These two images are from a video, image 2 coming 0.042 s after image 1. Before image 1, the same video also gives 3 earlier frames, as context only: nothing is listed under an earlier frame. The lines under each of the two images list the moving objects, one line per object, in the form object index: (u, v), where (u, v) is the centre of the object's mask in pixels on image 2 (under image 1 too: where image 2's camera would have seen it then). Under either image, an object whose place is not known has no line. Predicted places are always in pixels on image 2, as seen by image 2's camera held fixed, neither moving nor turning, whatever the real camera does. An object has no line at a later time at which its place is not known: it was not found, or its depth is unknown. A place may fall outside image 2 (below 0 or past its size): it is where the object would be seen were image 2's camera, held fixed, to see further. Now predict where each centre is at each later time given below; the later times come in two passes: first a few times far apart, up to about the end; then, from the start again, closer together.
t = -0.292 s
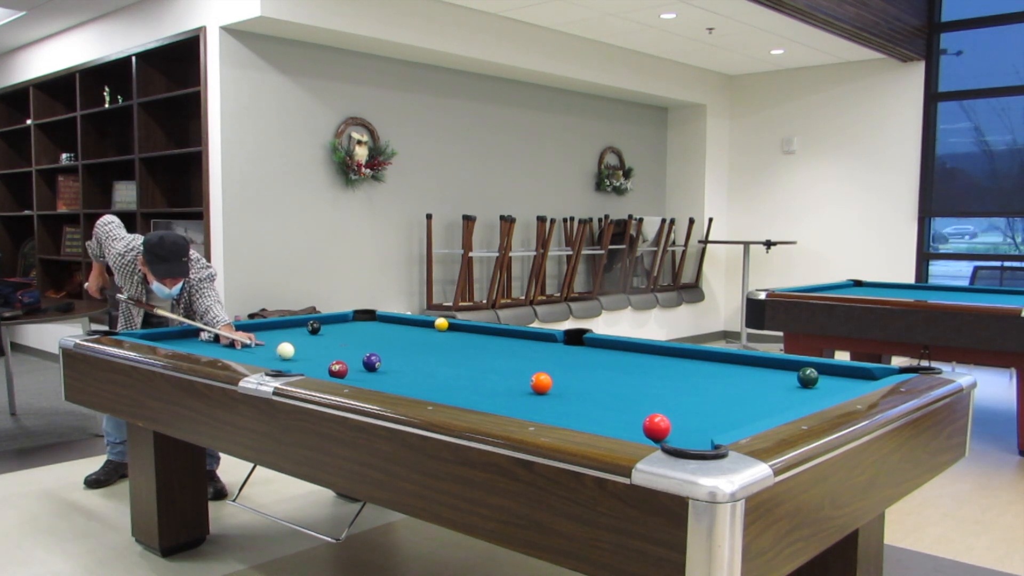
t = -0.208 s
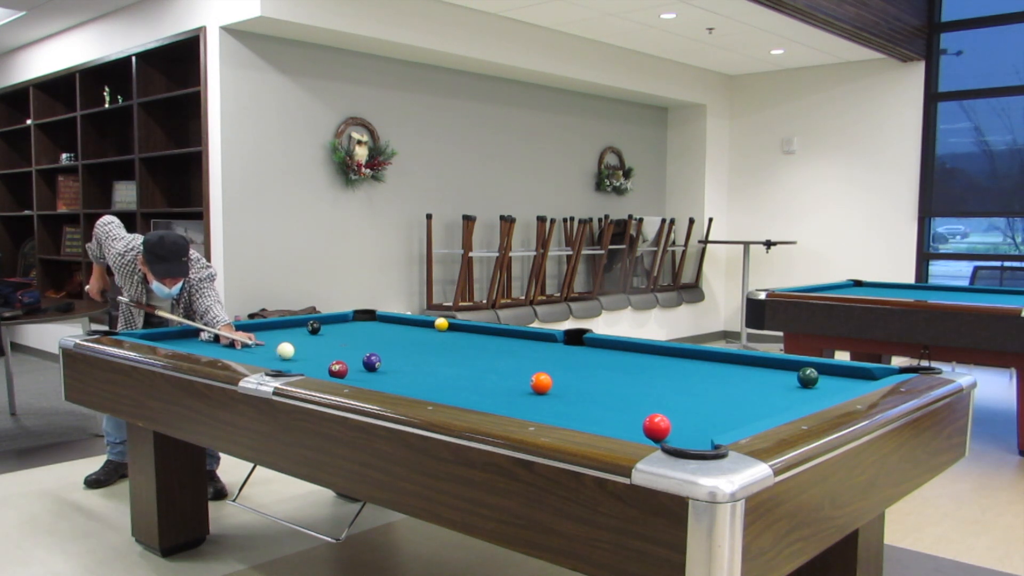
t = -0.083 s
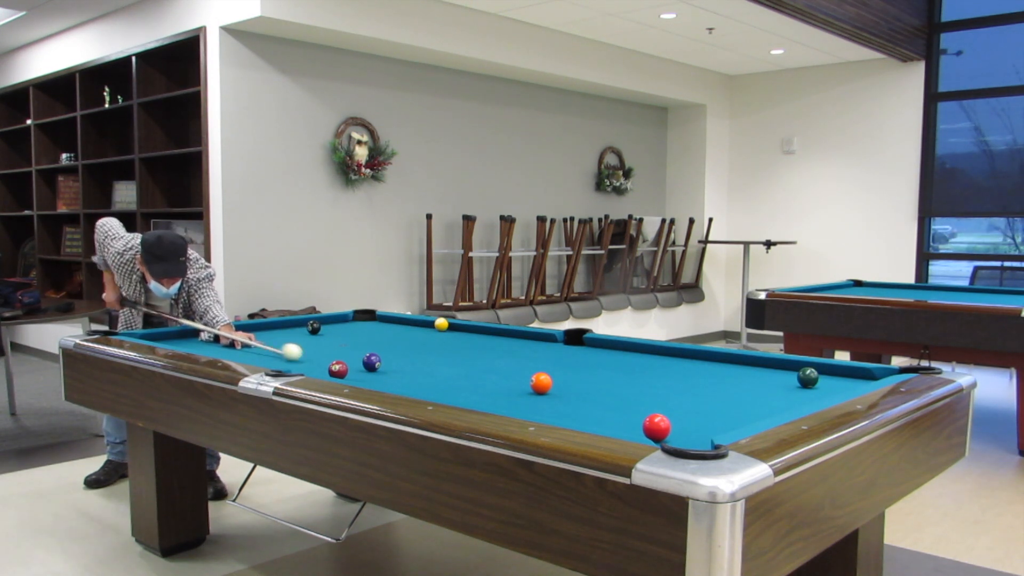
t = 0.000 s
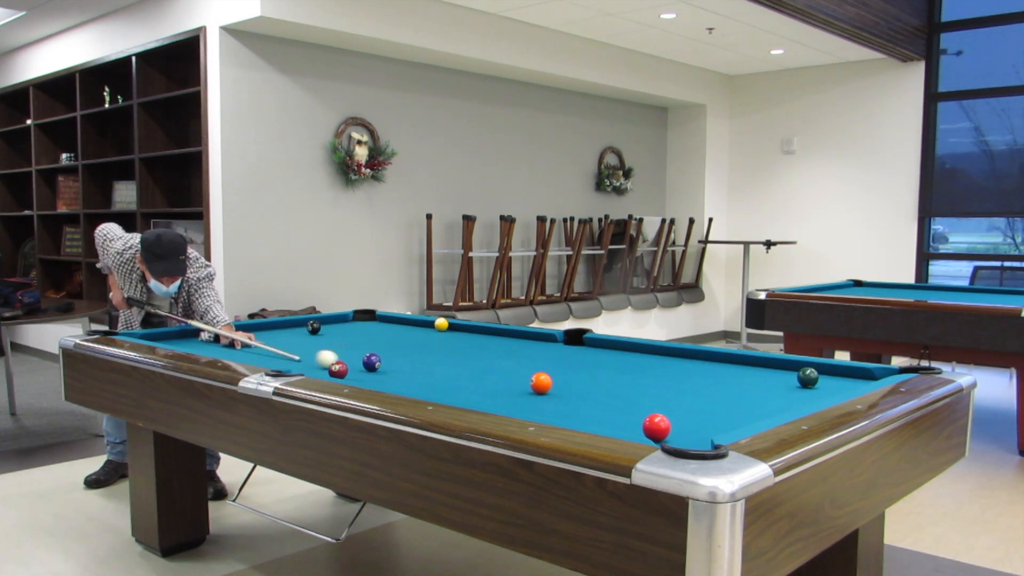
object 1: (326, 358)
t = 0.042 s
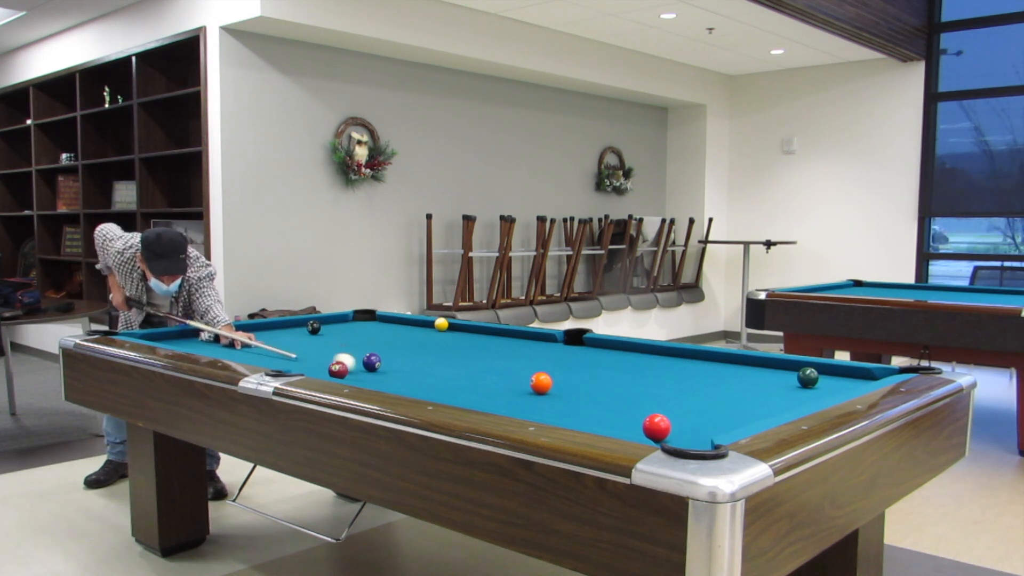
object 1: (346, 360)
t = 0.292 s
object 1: (439, 382)
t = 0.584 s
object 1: (547, 403)
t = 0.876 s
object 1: (660, 420)
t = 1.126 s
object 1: (728, 421)
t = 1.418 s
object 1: (750, 412)
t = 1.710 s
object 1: (752, 401)
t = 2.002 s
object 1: (755, 390)
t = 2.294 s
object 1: (757, 382)
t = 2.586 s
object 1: (759, 375)
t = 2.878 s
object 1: (761, 369)
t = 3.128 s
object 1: (762, 364)
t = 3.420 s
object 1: (760, 361)
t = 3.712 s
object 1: (748, 362)
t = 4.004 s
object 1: (737, 363)
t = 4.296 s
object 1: (727, 364)
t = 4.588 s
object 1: (720, 365)
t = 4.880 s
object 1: (714, 365)
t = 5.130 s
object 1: (711, 365)
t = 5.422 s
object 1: (709, 366)
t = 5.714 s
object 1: (708, 366)
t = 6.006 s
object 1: (709, 366)
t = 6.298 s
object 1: (708, 366)
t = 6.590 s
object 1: (708, 366)
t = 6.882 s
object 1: (709, 366)
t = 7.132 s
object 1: (708, 366)
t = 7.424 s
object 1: (708, 366)
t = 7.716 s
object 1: (709, 366)
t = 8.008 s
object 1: (708, 366)
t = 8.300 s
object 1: (709, 366)
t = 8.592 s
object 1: (709, 366)
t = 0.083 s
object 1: (361, 366)
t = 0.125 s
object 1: (378, 370)
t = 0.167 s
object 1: (395, 373)
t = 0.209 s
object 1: (410, 376)
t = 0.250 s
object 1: (425, 379)
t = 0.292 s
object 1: (439, 382)
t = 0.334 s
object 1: (453, 385)
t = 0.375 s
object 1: (467, 387)
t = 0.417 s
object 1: (482, 390)
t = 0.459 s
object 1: (498, 393)
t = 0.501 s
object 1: (513, 396)
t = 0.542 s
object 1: (530, 400)
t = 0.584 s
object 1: (547, 403)
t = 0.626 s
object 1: (564, 406)
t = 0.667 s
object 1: (582, 410)
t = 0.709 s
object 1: (601, 414)
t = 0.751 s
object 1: (620, 417)
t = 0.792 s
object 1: (637, 419)
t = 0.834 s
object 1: (648, 419)
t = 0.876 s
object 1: (660, 420)
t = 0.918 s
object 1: (671, 420)
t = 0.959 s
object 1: (683, 421)
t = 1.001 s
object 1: (695, 421)
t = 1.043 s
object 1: (706, 422)
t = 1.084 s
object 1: (717, 422)
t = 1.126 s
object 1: (728, 421)
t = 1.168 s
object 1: (739, 419)
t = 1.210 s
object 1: (747, 418)
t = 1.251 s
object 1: (747, 417)
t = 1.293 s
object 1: (748, 415)
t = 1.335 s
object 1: (749, 414)
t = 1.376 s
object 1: (749, 413)
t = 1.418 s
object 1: (750, 412)
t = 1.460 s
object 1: (750, 410)
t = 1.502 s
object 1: (751, 409)
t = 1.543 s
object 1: (751, 407)
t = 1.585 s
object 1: (751, 405)
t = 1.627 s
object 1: (752, 404)
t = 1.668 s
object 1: (752, 402)
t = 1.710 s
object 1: (752, 401)
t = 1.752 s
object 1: (753, 399)
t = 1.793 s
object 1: (753, 397)
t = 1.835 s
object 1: (754, 396)
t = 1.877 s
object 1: (754, 395)
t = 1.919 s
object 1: (754, 393)
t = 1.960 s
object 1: (754, 392)
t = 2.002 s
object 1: (755, 390)
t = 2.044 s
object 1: (755, 389)
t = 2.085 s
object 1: (756, 388)
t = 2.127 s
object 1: (756, 387)
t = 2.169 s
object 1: (756, 386)
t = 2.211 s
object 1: (756, 385)
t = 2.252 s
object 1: (757, 383)
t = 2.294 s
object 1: (757, 382)
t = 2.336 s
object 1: (757, 381)
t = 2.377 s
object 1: (758, 380)
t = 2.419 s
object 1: (758, 379)
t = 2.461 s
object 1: (758, 378)
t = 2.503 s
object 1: (758, 377)
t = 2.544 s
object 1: (759, 376)
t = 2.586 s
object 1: (759, 375)
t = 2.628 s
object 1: (759, 374)
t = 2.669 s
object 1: (759, 373)
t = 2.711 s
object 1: (760, 372)
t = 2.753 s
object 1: (760, 371)
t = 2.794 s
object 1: (760, 371)
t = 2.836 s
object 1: (760, 370)
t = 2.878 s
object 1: (761, 369)
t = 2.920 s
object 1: (761, 368)
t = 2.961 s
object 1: (761, 367)
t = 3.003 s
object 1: (761, 367)
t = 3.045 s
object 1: (761, 366)
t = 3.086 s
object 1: (762, 365)
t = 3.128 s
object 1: (762, 364)
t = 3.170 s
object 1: (762, 364)
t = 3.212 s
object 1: (762, 363)
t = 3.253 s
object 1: (763, 362)
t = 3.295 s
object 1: (763, 362)
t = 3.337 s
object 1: (763, 361)
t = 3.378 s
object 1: (762, 361)
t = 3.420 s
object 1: (760, 361)
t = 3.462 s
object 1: (758, 361)
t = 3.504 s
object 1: (757, 361)
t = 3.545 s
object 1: (755, 361)
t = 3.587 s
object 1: (753, 362)
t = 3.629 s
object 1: (751, 362)
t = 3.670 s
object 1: (750, 362)
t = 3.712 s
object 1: (748, 362)
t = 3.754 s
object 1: (746, 362)
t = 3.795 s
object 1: (744, 362)
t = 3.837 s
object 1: (743, 363)
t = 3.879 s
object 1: (741, 363)
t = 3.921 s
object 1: (740, 363)
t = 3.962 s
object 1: (738, 363)
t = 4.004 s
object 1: (737, 363)
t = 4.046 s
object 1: (735, 363)
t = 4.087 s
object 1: (734, 363)
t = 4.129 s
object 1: (733, 364)
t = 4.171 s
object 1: (731, 364)
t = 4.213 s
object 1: (730, 364)
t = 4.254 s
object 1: (729, 364)
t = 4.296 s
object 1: (727, 364)
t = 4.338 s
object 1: (726, 364)
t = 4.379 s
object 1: (725, 364)
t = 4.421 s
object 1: (724, 364)
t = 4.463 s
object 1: (723, 364)
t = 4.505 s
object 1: (722, 364)
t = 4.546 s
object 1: (721, 365)
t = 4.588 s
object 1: (720, 365)
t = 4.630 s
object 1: (719, 365)
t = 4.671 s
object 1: (718, 365)
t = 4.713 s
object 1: (717, 365)
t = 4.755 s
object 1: (716, 365)
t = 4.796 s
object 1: (715, 365)
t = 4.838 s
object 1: (715, 365)
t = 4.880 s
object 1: (714, 365)
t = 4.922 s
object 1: (714, 365)
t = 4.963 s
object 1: (713, 365)
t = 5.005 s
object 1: (712, 365)
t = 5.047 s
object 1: (712, 365)
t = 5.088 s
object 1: (711, 365)
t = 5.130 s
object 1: (711, 365)
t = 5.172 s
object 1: (710, 366)
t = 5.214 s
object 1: (710, 366)
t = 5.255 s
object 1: (710, 366)
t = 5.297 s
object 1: (709, 366)
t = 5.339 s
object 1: (709, 366)
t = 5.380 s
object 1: (709, 366)
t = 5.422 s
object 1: (709, 366)
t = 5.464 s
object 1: (708, 366)
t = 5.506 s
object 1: (708, 366)
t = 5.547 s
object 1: (708, 366)
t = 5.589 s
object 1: (708, 366)
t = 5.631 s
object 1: (708, 366)
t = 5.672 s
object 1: (708, 366)
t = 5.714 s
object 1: (708, 366)
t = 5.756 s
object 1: (708, 366)
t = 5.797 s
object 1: (708, 366)
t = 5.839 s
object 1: (708, 366)
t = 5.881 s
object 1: (708, 366)
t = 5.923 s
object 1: (708, 366)
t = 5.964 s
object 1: (708, 366)
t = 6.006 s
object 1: (709, 366)
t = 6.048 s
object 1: (709, 366)
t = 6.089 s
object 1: (709, 366)
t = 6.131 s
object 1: (708, 366)
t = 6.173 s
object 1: (708, 366)
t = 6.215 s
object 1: (709, 366)
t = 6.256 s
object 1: (708, 366)
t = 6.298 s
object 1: (708, 366)
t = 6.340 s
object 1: (708, 366)
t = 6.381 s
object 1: (709, 366)
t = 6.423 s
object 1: (708, 366)
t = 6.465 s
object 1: (708, 366)
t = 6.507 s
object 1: (708, 366)
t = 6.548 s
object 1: (708, 366)
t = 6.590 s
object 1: (708, 366)
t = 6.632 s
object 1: (709, 366)
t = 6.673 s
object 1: (708, 366)
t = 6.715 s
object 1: (708, 366)
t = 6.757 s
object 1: (708, 366)
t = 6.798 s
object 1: (708, 366)
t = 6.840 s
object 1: (708, 366)
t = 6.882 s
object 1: (709, 366)
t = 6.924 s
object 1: (708, 366)
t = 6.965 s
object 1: (709, 366)
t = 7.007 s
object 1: (708, 366)
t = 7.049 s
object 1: (709, 366)
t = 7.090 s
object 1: (709, 366)
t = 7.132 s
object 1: (708, 366)
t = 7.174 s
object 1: (708, 366)
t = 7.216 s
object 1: (709, 366)
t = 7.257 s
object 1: (708, 366)
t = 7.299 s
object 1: (708, 366)
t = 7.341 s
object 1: (708, 366)
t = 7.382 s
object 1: (708, 366)
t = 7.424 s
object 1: (708, 366)
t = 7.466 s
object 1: (709, 366)
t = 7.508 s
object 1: (709, 366)
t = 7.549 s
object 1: (709, 366)
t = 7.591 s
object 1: (708, 366)
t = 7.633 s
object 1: (708, 366)
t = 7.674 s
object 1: (709, 366)
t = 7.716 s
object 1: (709, 366)
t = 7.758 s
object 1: (709, 366)
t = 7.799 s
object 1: (709, 366)
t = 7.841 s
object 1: (709, 366)
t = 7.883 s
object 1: (708, 366)
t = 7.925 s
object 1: (709, 366)
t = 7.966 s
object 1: (709, 366)
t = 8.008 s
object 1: (708, 366)
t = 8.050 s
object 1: (708, 366)
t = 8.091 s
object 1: (709, 366)
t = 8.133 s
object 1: (708, 366)
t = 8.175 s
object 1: (709, 366)
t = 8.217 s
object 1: (709, 366)
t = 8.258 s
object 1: (709, 366)
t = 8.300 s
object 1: (709, 366)
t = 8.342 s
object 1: (709, 366)
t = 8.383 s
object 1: (709, 366)
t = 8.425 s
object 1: (709, 366)
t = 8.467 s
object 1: (709, 366)
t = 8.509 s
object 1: (709, 366)
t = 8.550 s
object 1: (709, 366)
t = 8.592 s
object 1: (709, 366)
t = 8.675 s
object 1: (709, 366)
